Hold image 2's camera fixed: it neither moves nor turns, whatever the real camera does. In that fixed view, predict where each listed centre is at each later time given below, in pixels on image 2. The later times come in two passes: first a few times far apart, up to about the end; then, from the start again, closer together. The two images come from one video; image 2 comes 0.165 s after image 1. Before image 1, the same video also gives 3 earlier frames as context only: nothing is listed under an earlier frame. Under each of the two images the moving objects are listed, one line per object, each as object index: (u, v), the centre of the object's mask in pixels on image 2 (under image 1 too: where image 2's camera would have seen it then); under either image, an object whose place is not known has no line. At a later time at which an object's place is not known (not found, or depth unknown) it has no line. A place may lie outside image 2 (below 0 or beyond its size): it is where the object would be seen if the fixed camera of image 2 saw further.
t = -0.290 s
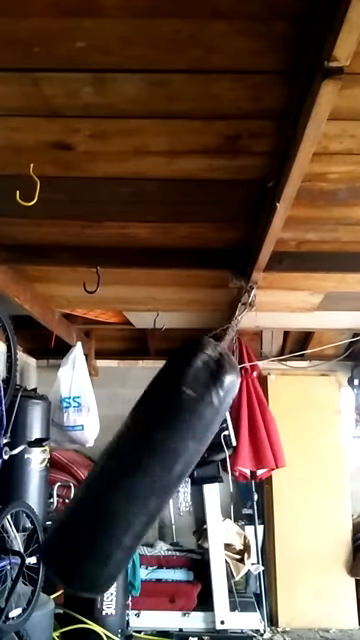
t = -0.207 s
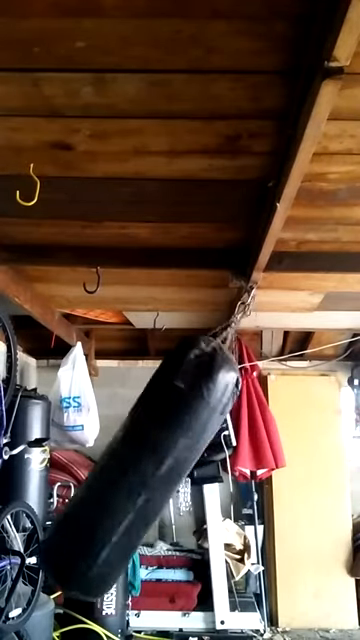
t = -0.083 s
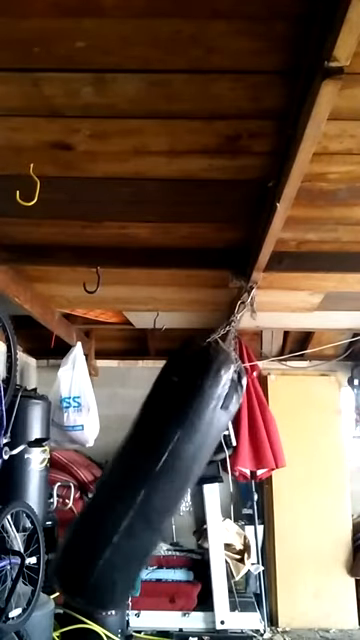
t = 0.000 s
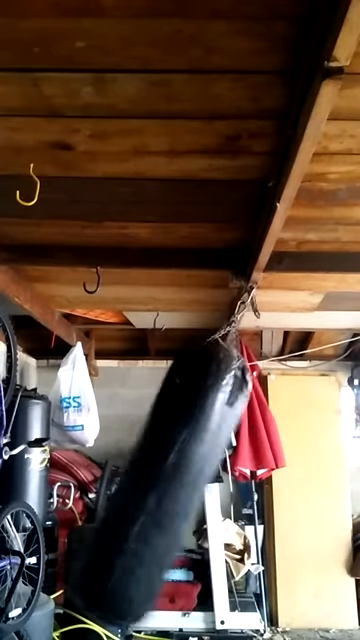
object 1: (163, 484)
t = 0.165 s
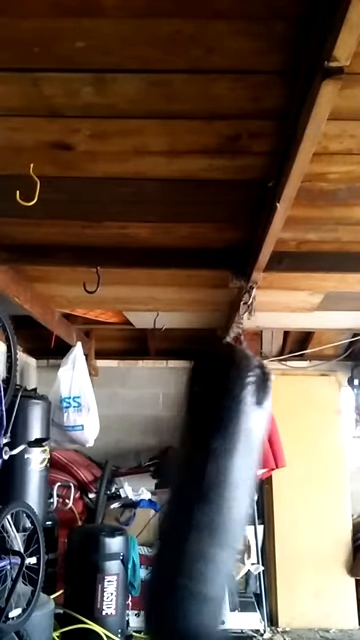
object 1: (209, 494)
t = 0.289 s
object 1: (252, 499)
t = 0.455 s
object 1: (302, 493)
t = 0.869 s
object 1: (318, 429)
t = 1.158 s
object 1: (309, 479)
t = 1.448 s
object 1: (229, 496)
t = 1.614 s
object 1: (185, 488)
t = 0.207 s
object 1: (224, 497)
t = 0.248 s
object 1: (237, 499)
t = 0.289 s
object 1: (252, 499)
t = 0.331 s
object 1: (266, 498)
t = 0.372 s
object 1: (281, 500)
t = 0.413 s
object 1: (295, 500)
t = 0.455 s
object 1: (302, 493)
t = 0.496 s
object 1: (308, 483)
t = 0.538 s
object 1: (312, 472)
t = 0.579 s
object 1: (315, 461)
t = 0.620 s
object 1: (316, 451)
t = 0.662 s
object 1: (317, 443)
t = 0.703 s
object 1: (318, 437)
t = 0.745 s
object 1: (319, 432)
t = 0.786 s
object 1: (318, 429)
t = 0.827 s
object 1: (318, 428)
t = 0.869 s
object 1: (318, 429)
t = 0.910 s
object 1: (317, 431)
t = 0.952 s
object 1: (316, 435)
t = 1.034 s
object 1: (315, 449)
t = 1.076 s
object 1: (314, 458)
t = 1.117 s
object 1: (312, 469)
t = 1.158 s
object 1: (309, 479)
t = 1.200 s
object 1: (303, 489)
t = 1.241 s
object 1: (294, 494)
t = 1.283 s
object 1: (280, 496)
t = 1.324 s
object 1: (268, 497)
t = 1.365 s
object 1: (255, 496)
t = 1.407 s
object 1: (241, 498)
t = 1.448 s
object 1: (229, 496)
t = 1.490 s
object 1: (217, 494)
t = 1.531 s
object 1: (205, 492)
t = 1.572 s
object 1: (194, 490)
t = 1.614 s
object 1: (185, 488)
